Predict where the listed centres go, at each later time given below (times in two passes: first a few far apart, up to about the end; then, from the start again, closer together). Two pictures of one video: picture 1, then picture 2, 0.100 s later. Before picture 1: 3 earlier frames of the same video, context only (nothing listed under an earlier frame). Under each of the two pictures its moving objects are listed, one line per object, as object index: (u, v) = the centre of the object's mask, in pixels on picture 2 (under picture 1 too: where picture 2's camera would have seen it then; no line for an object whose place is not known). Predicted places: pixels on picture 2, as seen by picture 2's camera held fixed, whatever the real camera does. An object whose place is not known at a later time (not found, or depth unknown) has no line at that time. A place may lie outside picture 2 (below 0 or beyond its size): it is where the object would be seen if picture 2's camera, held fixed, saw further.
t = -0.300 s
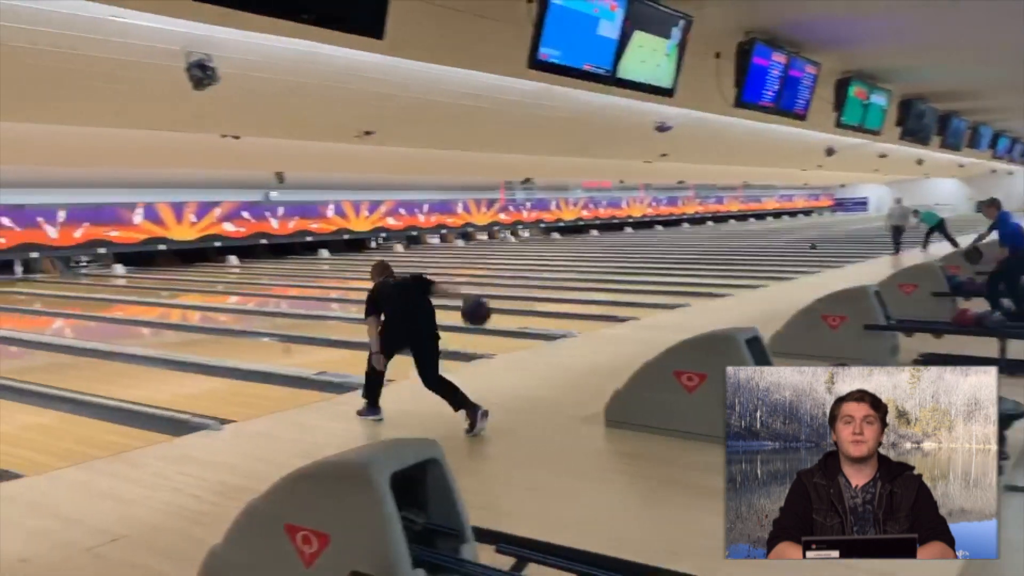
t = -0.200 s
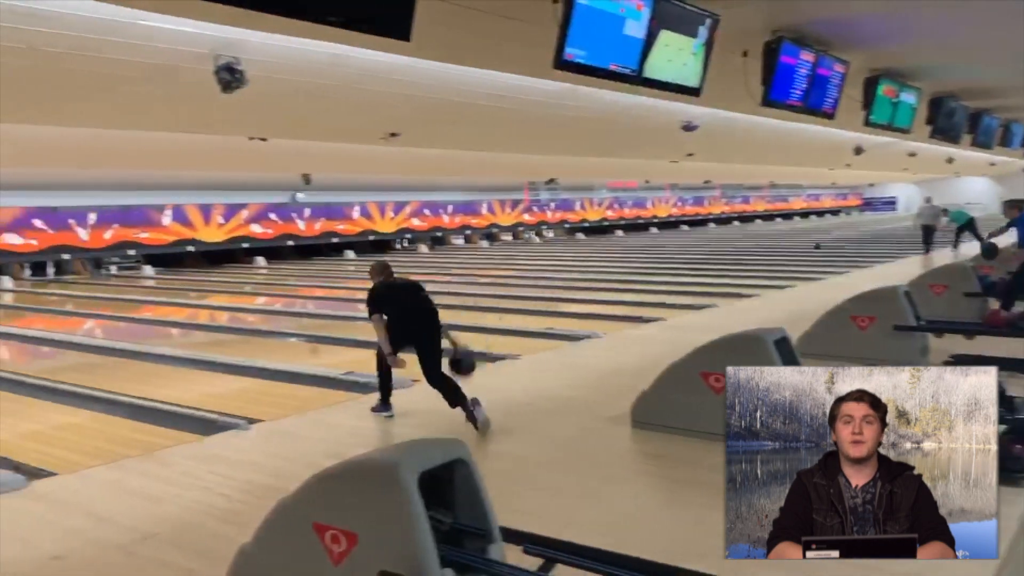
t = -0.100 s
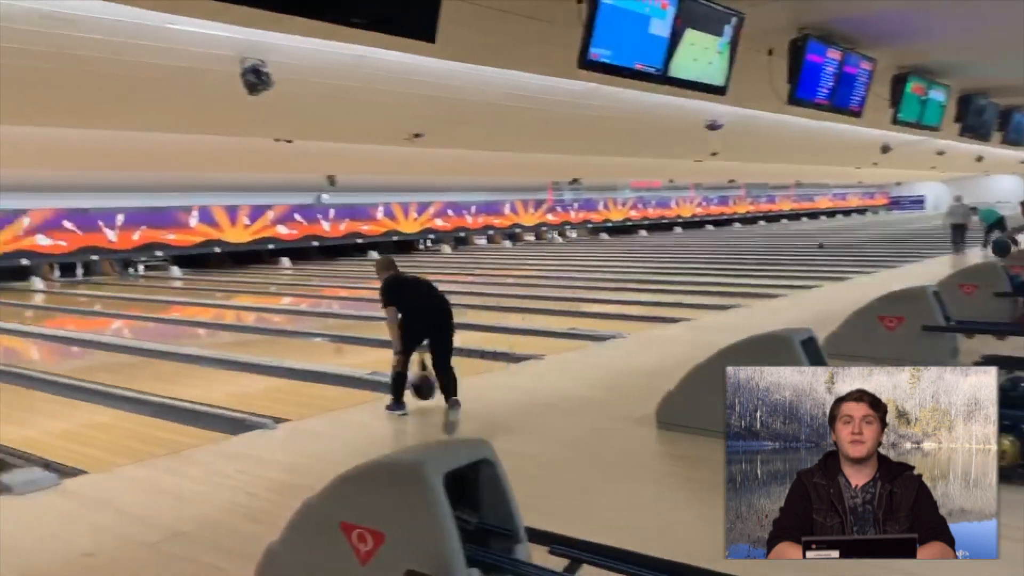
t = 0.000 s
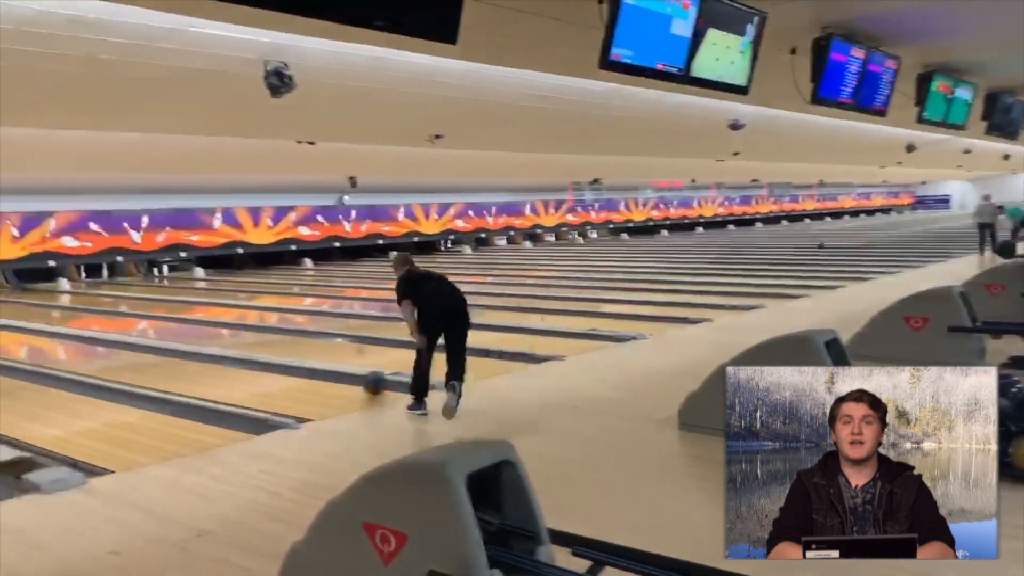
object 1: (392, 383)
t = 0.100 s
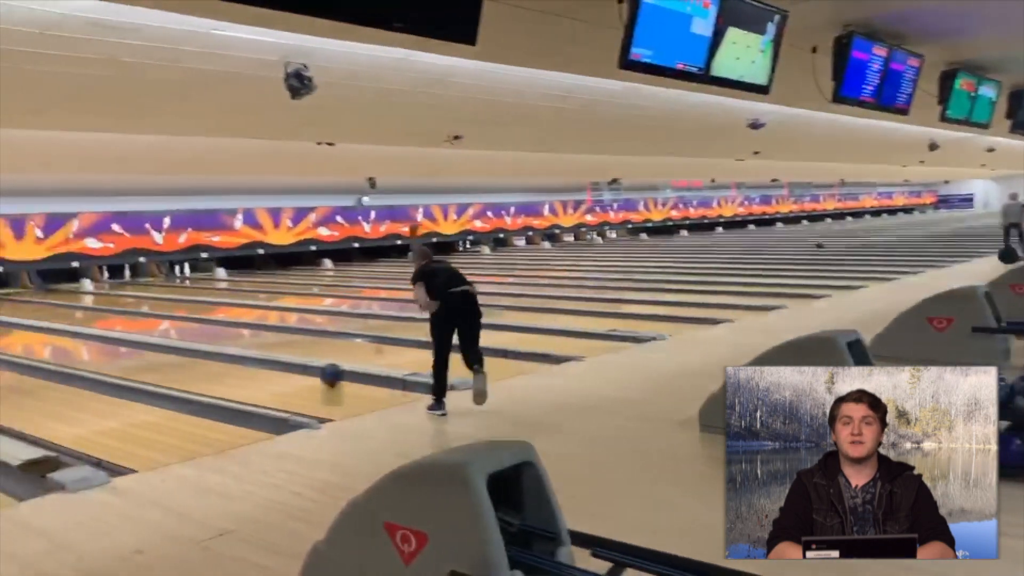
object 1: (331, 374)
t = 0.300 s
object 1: (230, 359)
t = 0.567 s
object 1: (128, 343)
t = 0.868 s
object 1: (43, 330)
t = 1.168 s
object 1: (-23, 320)
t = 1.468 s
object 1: (-77, 312)
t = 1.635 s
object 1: (-102, 309)
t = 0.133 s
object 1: (312, 372)
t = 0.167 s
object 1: (294, 369)
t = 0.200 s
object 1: (277, 366)
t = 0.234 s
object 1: (262, 364)
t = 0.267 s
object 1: (245, 361)
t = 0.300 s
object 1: (230, 359)
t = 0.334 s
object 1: (216, 357)
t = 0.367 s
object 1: (200, 354)
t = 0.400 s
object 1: (189, 352)
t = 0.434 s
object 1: (176, 350)
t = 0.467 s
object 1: (163, 349)
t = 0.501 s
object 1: (151, 347)
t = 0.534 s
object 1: (140, 345)
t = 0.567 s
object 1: (128, 343)
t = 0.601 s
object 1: (117, 342)
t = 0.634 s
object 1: (107, 340)
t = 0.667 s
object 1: (96, 339)
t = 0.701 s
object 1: (87, 337)
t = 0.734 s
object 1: (78, 335)
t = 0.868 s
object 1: (43, 330)
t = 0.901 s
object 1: (35, 329)
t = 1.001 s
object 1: (12, 325)
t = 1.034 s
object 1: (5, 324)
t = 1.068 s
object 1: (-2, 323)
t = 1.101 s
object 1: (-9, 322)
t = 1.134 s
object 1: (-16, 321)
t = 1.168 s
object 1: (-23, 320)
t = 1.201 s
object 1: (-29, 320)
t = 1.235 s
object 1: (-35, 319)
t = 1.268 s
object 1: (-41, 318)
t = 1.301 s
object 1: (-48, 317)
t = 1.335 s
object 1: (-54, 316)
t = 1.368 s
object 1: (-59, 316)
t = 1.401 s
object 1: (-65, 314)
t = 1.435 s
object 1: (-72, 314)
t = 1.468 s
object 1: (-77, 312)
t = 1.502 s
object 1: (-83, 313)
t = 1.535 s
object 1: (-88, 312)
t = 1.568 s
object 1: (-92, 312)
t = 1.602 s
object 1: (-98, 310)
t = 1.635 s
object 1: (-102, 309)
